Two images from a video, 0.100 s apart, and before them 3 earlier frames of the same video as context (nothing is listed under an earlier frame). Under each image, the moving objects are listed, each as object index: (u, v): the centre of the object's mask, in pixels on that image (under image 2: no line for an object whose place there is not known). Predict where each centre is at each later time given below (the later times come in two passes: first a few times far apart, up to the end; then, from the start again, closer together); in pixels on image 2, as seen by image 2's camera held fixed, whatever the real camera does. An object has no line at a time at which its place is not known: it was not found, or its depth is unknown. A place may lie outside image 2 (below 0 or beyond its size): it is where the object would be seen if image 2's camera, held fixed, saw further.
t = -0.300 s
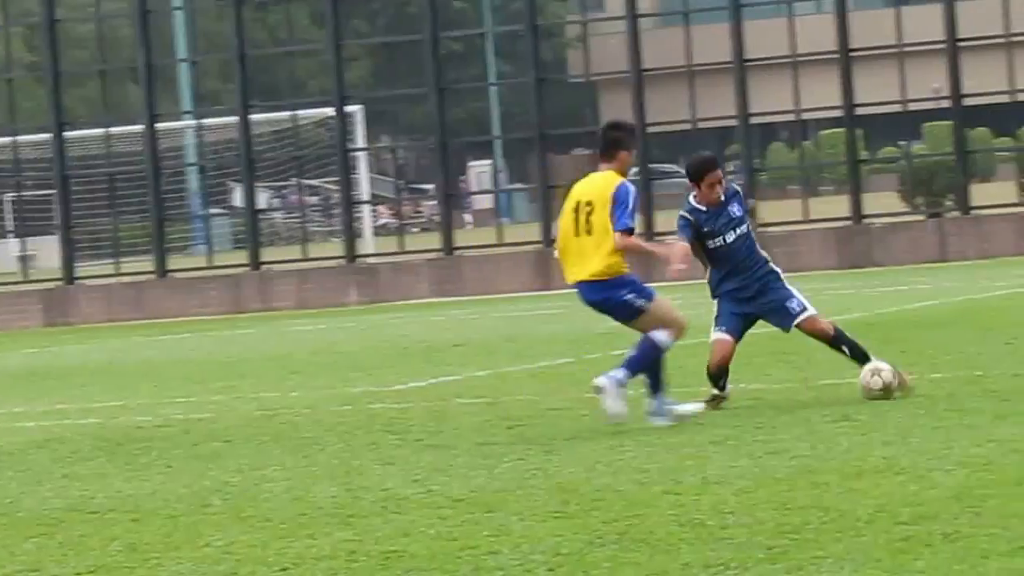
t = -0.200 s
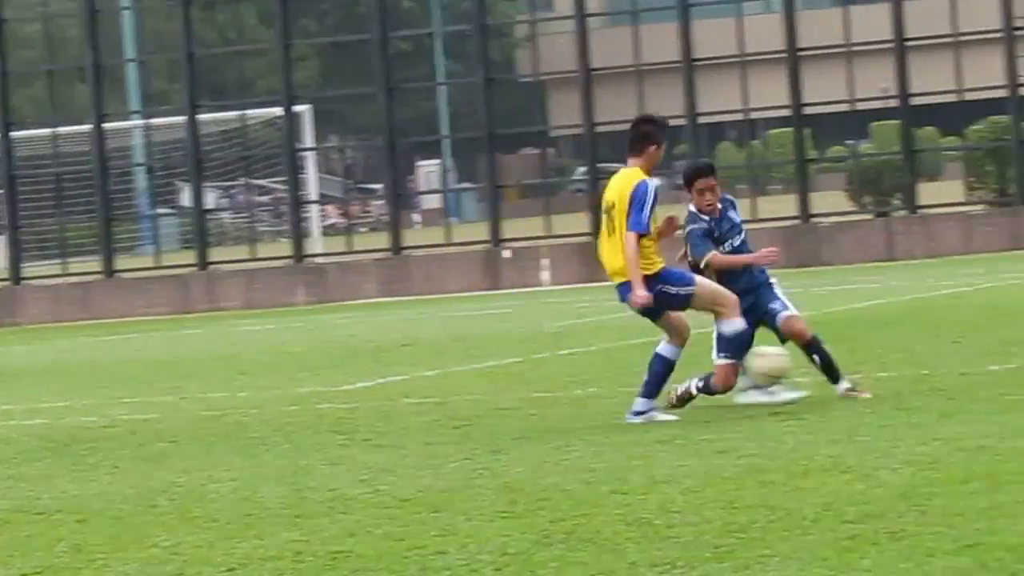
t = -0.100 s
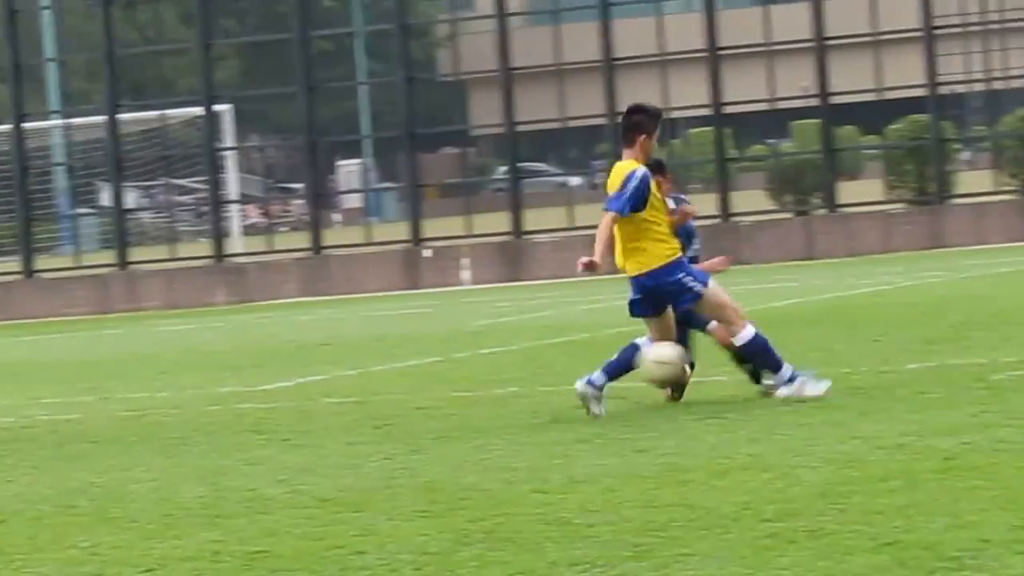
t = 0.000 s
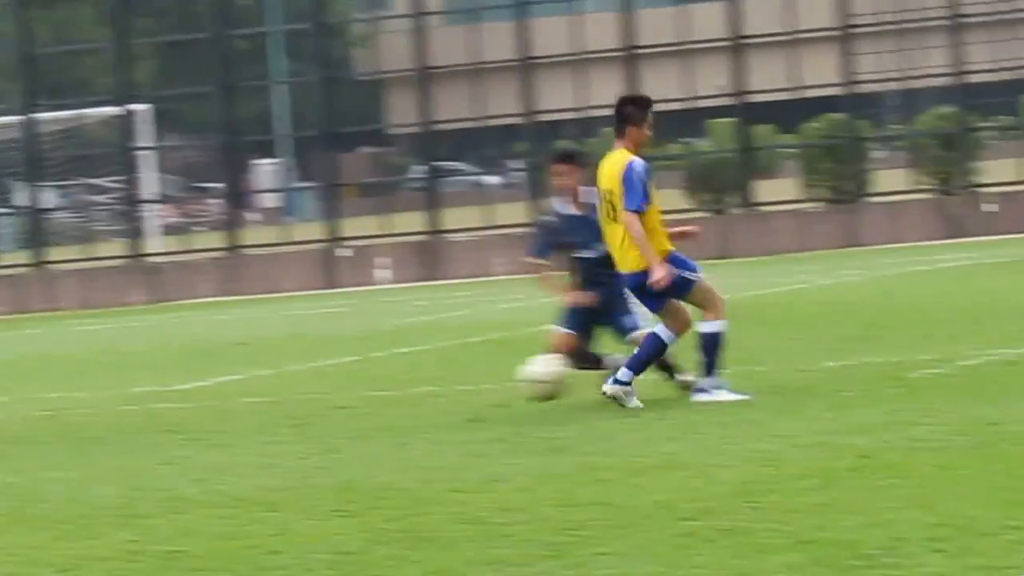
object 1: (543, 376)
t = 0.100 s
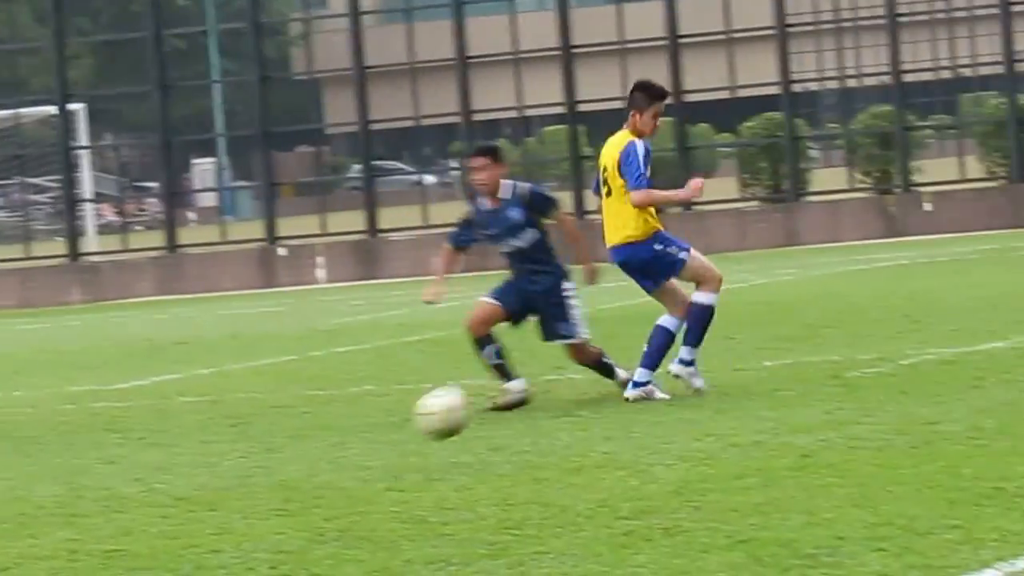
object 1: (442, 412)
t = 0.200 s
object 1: (391, 471)
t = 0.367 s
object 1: (304, 454)
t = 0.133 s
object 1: (427, 430)
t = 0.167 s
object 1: (409, 451)
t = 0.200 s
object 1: (391, 471)
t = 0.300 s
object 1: (341, 453)
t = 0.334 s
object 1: (323, 452)
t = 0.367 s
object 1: (304, 454)
